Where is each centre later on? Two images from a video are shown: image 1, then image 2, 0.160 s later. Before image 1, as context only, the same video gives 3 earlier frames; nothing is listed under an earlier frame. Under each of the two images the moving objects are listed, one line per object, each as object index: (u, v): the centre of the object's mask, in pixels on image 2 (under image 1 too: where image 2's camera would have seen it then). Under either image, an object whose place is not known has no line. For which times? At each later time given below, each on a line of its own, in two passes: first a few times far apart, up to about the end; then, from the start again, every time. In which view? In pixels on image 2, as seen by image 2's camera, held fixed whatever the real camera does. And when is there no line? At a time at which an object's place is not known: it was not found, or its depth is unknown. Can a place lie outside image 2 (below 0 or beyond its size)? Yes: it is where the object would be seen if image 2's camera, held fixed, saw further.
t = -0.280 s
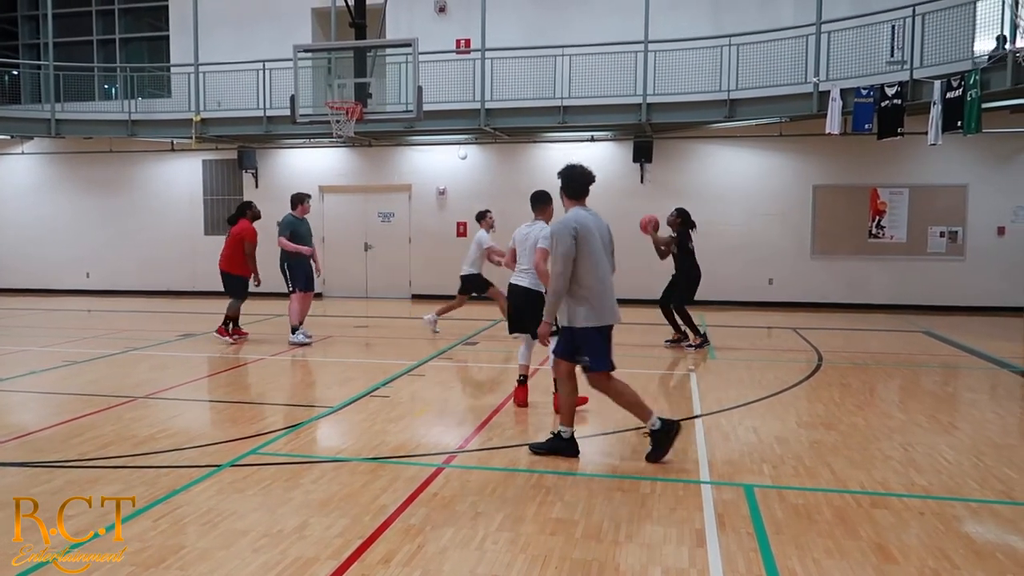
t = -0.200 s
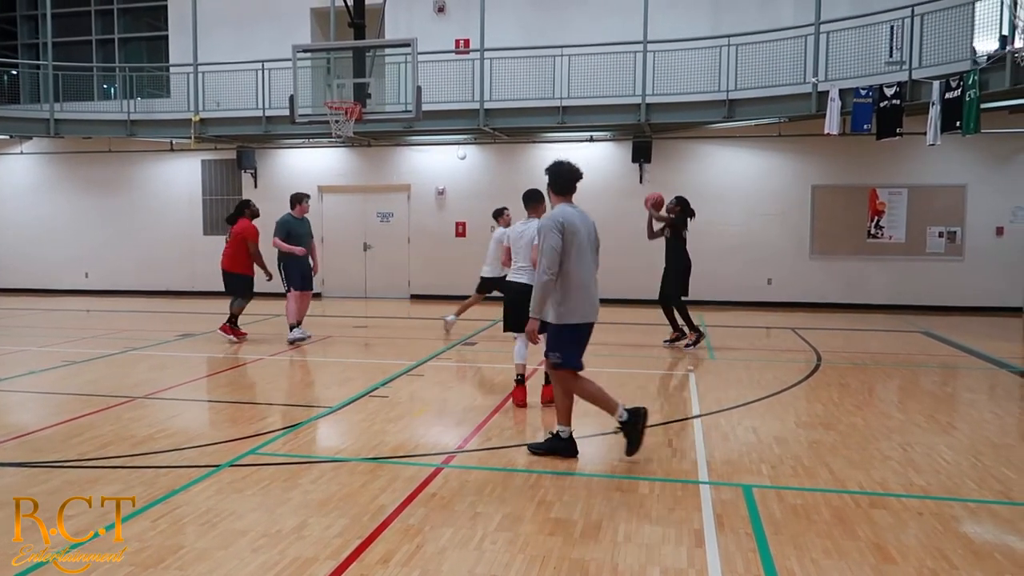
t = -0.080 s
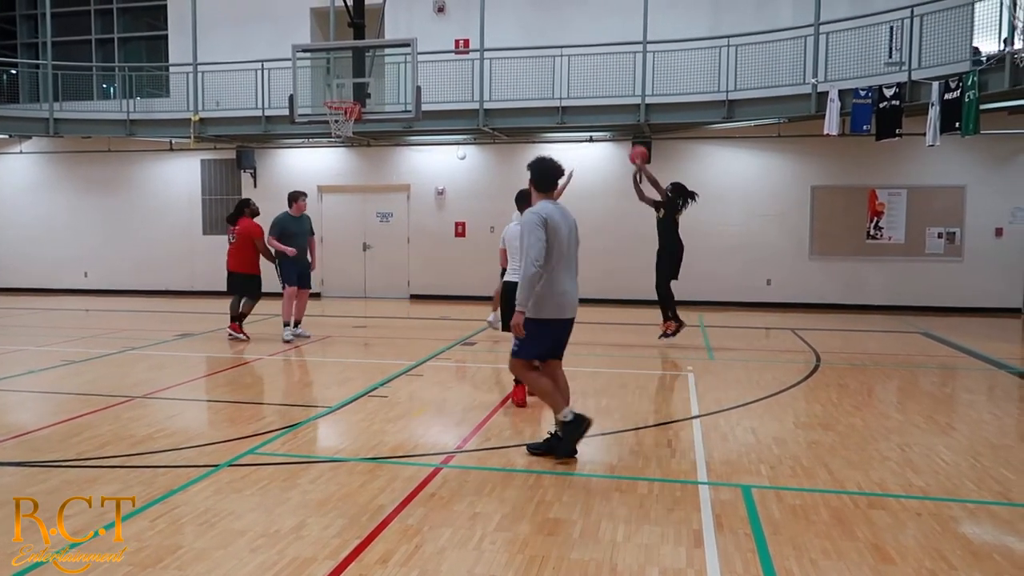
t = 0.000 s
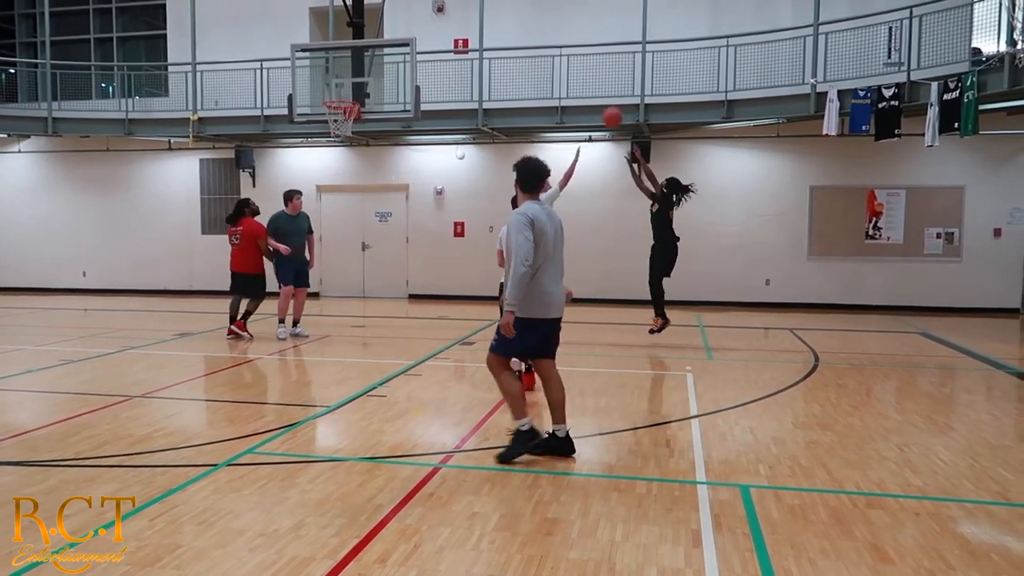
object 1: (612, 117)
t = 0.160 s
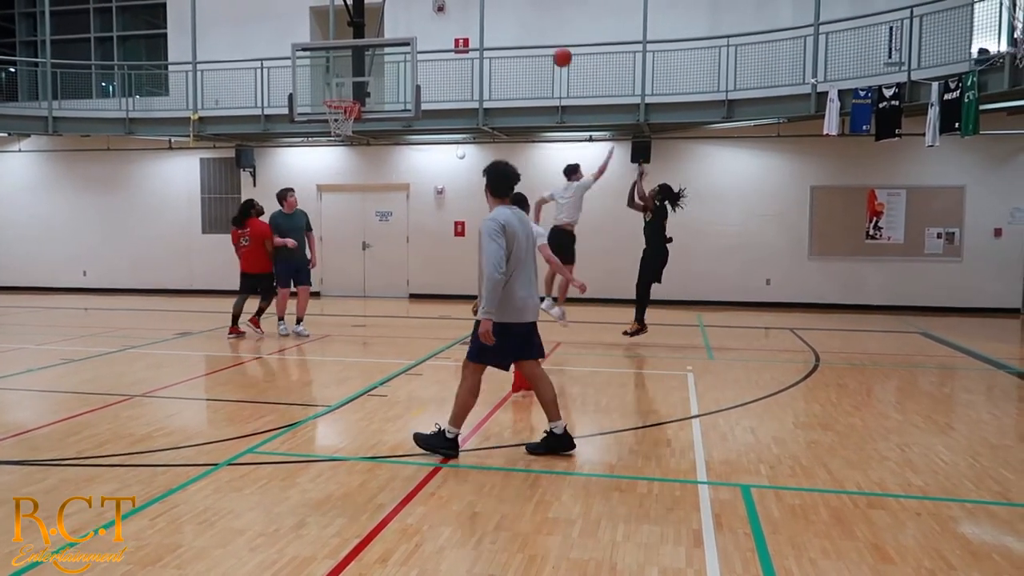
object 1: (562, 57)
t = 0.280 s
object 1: (526, 27)
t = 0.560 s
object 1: (446, 4)
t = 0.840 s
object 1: (370, 37)
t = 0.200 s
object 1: (550, 46)
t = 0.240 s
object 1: (538, 36)
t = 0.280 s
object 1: (526, 27)
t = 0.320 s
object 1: (514, 19)
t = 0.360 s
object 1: (503, 14)
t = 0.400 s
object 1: (491, 9)
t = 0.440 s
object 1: (479, 5)
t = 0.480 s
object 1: (468, 3)
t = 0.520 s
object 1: (457, 2)
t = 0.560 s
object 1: (446, 4)
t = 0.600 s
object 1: (436, 5)
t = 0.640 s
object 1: (424, 7)
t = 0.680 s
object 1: (413, 11)
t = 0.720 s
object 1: (402, 16)
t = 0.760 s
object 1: (391, 23)
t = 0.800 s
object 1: (381, 29)
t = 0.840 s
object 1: (370, 37)
